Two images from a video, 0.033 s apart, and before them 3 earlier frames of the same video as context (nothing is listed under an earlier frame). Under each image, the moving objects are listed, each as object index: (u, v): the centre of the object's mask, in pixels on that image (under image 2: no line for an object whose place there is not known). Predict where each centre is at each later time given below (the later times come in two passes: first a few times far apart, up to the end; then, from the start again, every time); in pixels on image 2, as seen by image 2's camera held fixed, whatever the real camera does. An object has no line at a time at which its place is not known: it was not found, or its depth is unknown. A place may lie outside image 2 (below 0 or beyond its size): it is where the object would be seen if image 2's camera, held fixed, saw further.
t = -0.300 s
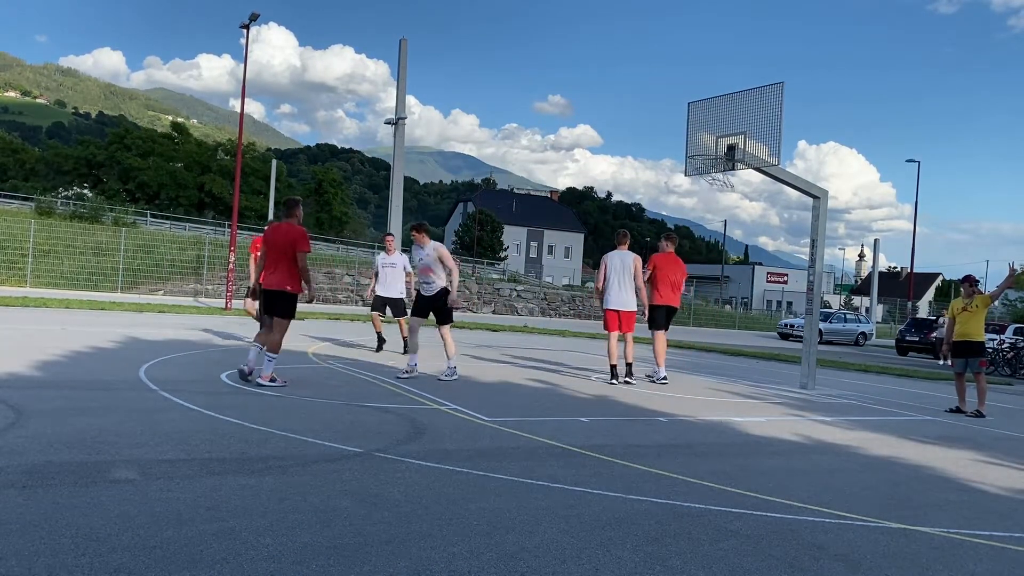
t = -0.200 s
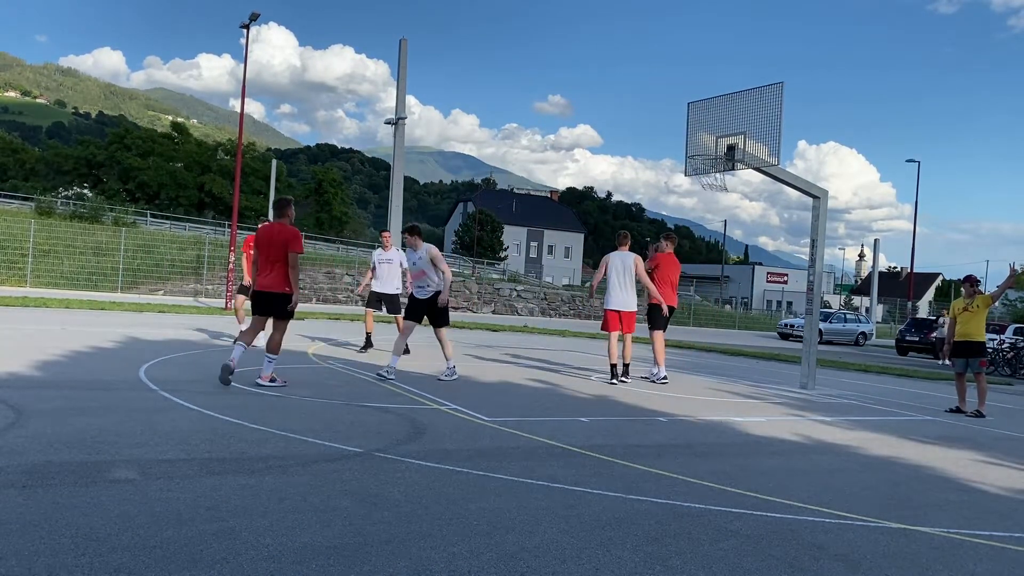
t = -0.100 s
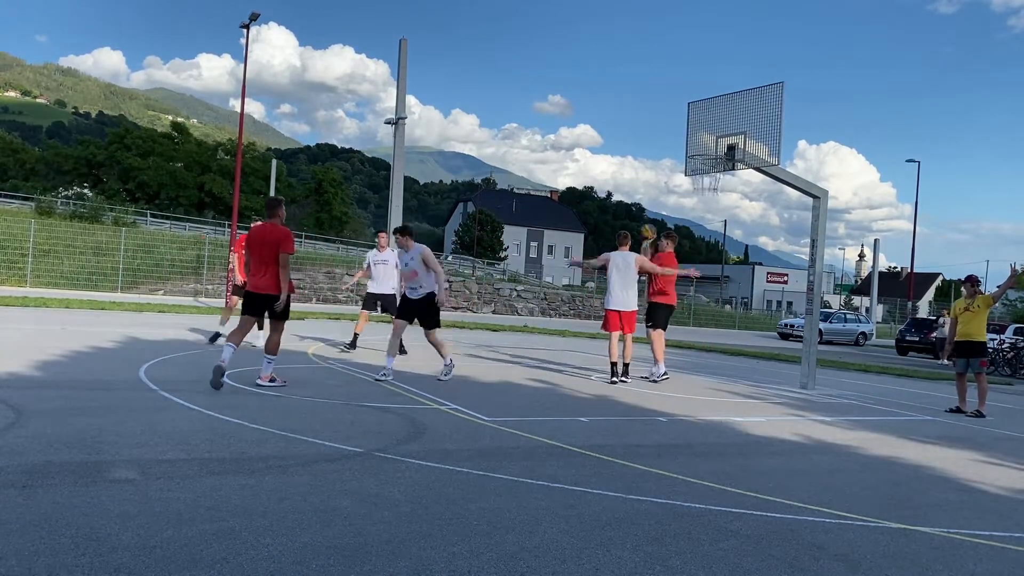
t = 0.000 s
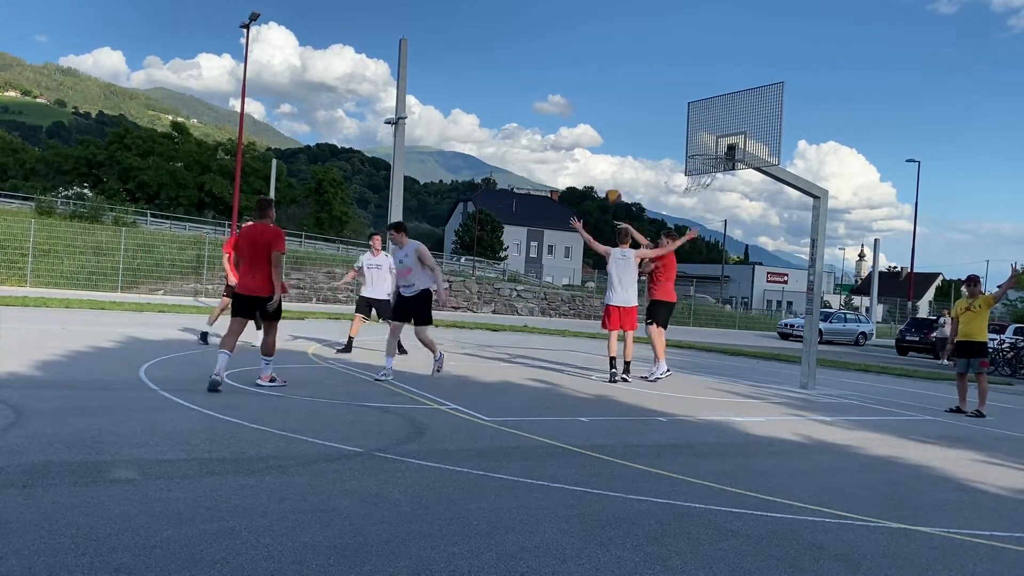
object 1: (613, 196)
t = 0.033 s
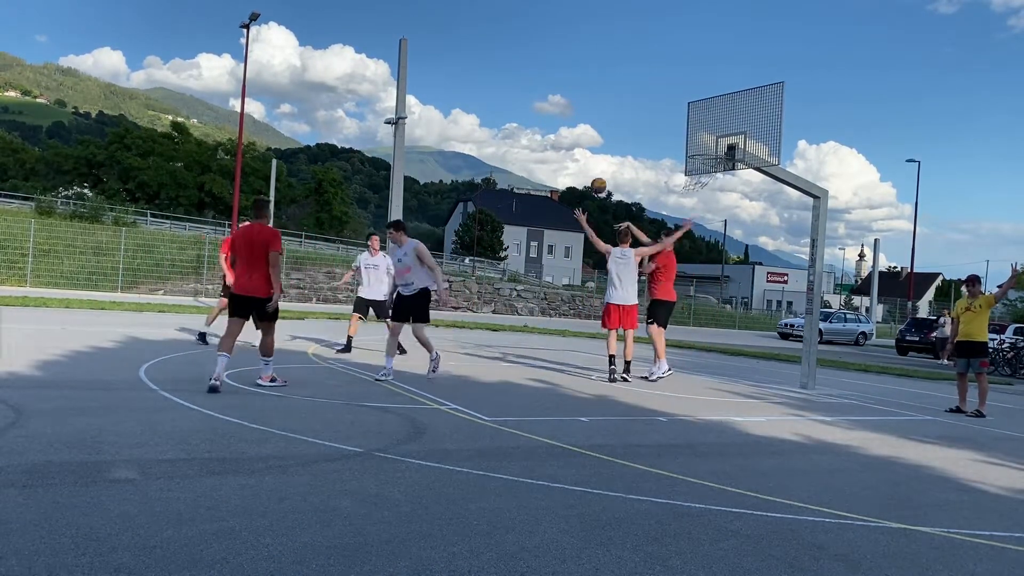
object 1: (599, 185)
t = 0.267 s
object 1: (498, 126)
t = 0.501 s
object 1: (400, 103)
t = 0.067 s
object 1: (584, 175)
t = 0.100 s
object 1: (569, 164)
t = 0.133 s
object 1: (555, 155)
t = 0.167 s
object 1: (540, 147)
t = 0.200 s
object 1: (526, 139)
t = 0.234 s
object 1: (512, 132)
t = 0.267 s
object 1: (498, 126)
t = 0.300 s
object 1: (484, 121)
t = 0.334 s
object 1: (469, 116)
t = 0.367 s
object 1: (455, 112)
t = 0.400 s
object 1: (442, 109)
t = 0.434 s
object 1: (427, 106)
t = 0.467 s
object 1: (414, 104)
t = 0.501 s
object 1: (400, 103)
